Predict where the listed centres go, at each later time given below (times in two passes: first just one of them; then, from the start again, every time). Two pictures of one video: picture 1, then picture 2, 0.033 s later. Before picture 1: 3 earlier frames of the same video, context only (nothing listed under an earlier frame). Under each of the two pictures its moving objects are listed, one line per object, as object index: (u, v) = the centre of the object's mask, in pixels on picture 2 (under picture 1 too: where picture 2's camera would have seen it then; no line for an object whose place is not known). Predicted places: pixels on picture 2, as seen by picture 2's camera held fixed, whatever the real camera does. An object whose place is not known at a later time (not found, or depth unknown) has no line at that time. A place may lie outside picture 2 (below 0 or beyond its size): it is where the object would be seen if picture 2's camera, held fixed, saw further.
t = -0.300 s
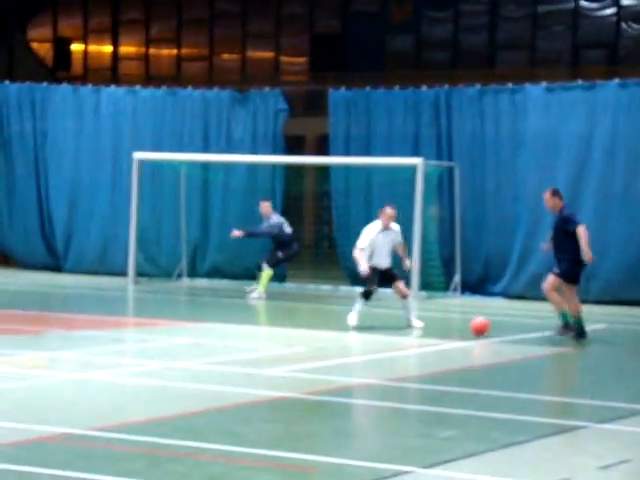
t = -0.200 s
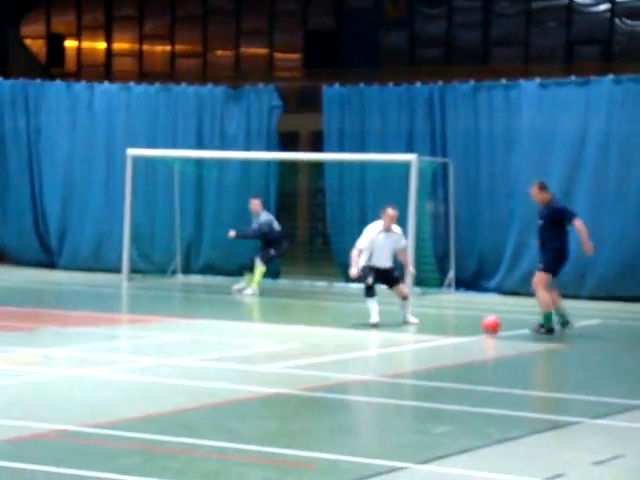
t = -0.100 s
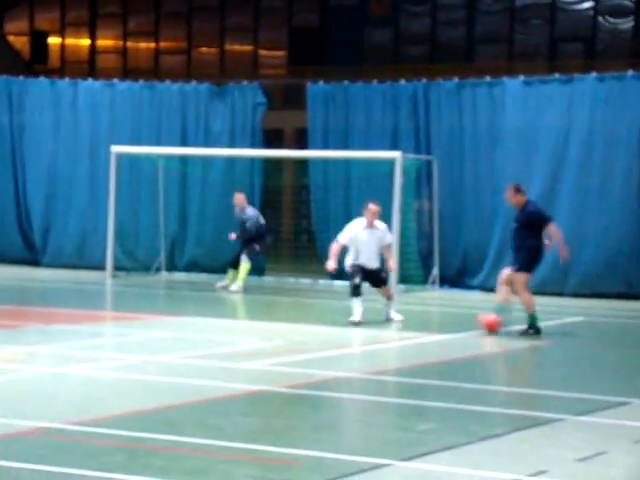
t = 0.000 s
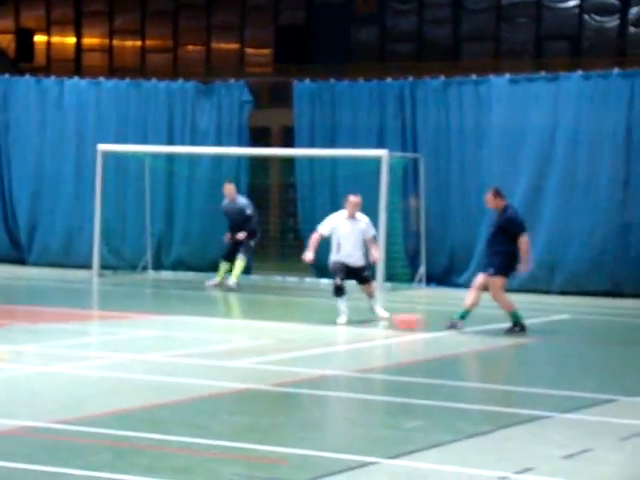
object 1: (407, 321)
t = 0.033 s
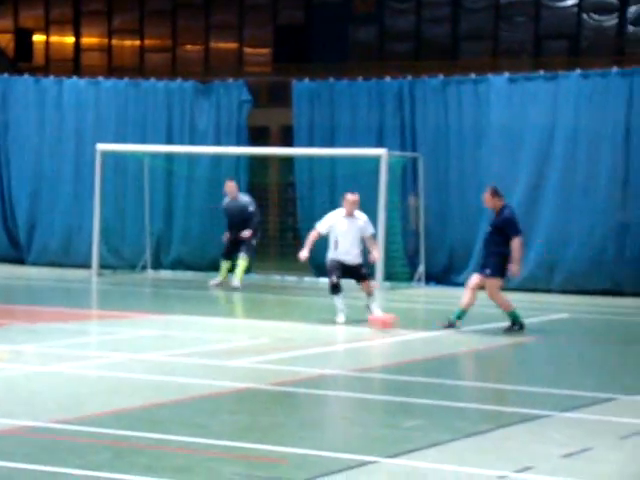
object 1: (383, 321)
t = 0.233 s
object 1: (239, 326)
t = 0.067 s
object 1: (358, 321)
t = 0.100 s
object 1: (333, 322)
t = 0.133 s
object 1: (309, 323)
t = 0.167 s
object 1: (287, 324)
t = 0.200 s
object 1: (262, 325)
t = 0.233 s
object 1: (239, 326)
